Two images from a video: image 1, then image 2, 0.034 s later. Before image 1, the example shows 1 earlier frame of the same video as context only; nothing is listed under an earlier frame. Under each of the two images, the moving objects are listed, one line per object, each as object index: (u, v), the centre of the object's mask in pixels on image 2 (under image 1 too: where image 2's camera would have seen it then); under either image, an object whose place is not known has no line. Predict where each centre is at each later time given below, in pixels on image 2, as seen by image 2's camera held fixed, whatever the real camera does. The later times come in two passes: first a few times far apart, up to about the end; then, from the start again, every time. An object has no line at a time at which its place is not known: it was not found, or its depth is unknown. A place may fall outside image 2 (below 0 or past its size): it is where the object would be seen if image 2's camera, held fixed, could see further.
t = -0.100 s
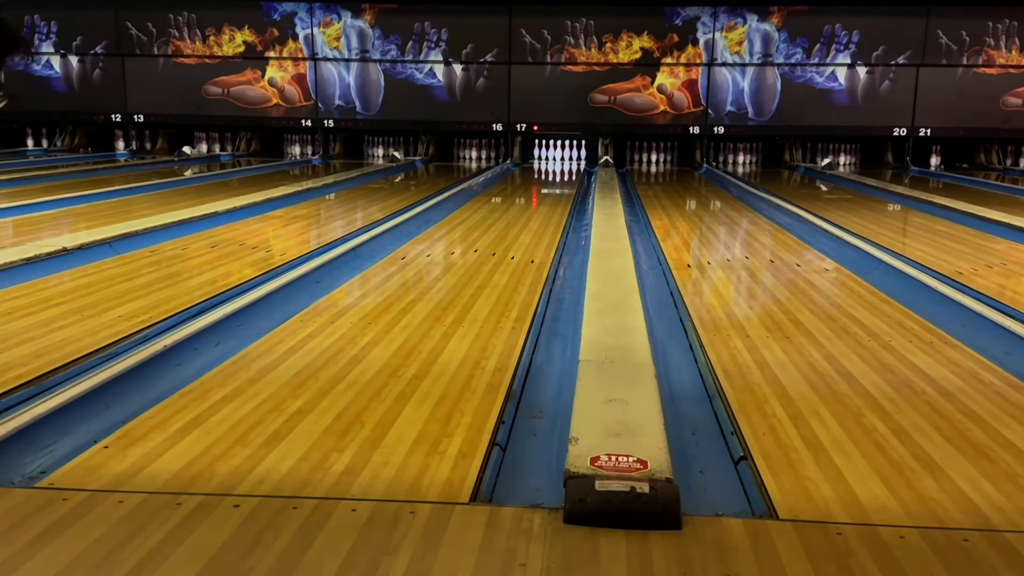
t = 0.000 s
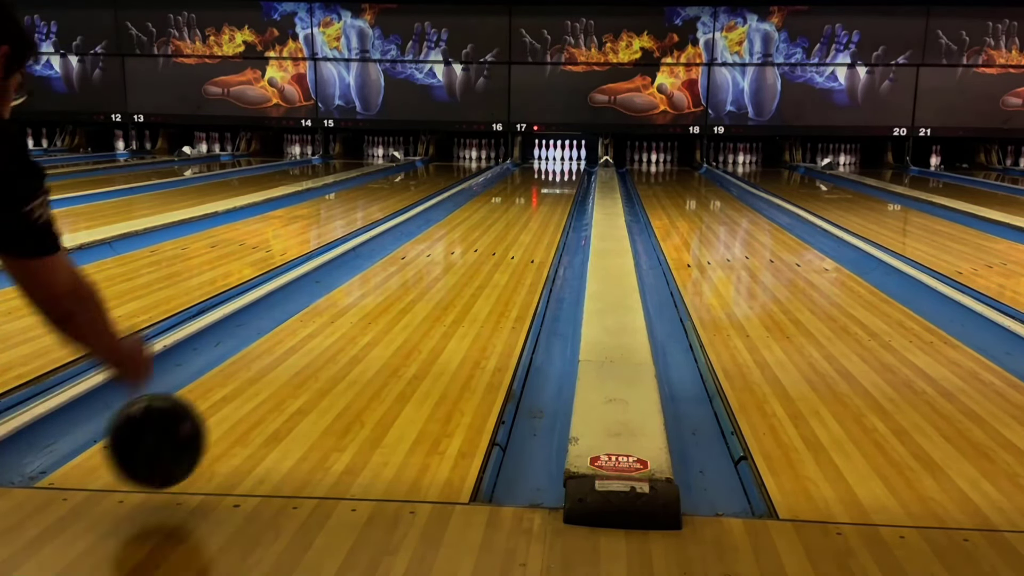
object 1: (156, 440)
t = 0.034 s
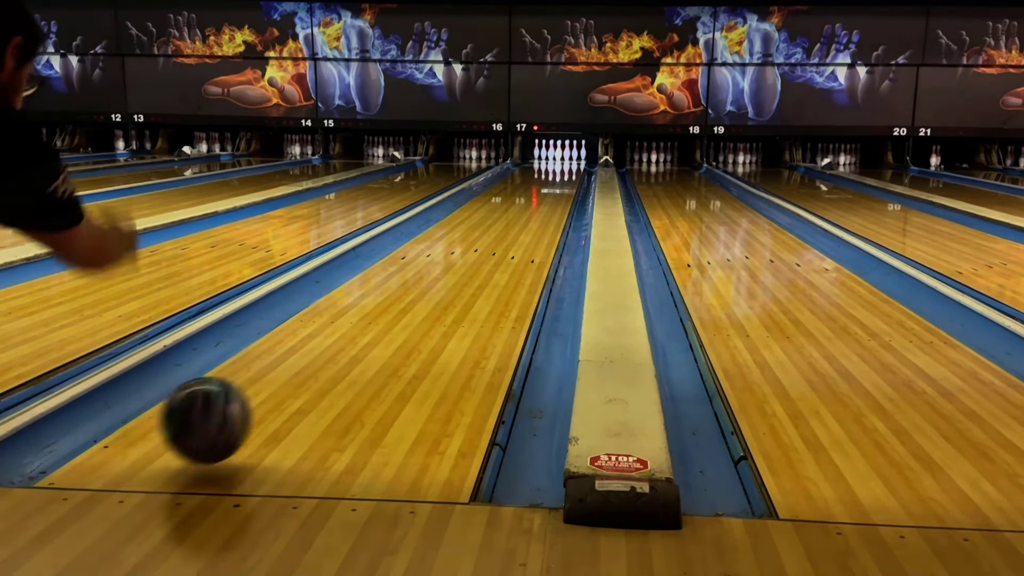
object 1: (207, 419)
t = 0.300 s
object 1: (405, 293)
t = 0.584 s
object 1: (484, 238)
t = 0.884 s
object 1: (526, 207)
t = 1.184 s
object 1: (550, 188)
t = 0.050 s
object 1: (228, 412)
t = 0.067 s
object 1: (248, 400)
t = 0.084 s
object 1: (265, 386)
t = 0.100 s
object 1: (281, 374)
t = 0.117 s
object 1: (296, 364)
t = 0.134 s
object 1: (310, 357)
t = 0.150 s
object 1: (323, 350)
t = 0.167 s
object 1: (335, 342)
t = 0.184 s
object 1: (345, 335)
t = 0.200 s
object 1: (356, 328)
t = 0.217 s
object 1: (365, 321)
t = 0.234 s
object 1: (374, 315)
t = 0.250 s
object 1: (383, 309)
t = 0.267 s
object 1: (390, 303)
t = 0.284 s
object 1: (398, 298)
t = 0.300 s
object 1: (405, 293)
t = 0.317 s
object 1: (412, 288)
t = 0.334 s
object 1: (418, 284)
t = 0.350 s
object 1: (424, 280)
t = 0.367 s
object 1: (430, 276)
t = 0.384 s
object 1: (435, 272)
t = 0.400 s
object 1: (440, 269)
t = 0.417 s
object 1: (445, 265)
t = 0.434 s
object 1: (450, 262)
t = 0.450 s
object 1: (454, 259)
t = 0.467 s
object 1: (459, 256)
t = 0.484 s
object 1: (463, 253)
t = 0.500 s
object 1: (467, 250)
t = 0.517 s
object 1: (471, 247)
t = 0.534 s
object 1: (474, 245)
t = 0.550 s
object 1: (477, 242)
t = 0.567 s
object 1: (481, 240)
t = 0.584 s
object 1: (484, 238)
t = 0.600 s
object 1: (487, 235)
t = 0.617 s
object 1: (490, 233)
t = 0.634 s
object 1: (493, 231)
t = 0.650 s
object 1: (496, 229)
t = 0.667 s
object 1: (498, 227)
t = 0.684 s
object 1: (500, 225)
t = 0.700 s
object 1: (503, 224)
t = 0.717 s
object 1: (505, 222)
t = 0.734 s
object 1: (508, 220)
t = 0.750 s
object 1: (510, 219)
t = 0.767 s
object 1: (513, 217)
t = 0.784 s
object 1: (515, 215)
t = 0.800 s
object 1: (517, 214)
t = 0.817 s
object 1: (518, 212)
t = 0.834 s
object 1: (520, 211)
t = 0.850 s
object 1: (522, 210)
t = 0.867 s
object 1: (523, 209)
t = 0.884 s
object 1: (526, 207)
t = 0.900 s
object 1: (527, 206)
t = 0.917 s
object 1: (529, 205)
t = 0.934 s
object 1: (530, 203)
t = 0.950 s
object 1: (532, 202)
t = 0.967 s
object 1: (533, 201)
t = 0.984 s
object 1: (534, 200)
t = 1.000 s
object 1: (536, 199)
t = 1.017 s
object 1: (538, 198)
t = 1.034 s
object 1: (539, 197)
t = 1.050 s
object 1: (540, 195)
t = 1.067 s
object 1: (542, 194)
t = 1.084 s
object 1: (543, 194)
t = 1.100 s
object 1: (544, 193)
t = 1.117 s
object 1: (545, 192)
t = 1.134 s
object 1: (546, 191)
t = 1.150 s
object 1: (547, 190)
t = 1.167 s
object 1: (548, 189)
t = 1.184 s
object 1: (550, 188)
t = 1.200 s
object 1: (550, 187)
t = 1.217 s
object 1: (551, 187)
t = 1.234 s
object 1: (552, 186)
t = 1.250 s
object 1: (553, 185)
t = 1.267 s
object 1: (554, 184)
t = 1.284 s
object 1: (554, 184)
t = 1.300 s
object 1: (555, 182)
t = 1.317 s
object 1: (556, 181)
